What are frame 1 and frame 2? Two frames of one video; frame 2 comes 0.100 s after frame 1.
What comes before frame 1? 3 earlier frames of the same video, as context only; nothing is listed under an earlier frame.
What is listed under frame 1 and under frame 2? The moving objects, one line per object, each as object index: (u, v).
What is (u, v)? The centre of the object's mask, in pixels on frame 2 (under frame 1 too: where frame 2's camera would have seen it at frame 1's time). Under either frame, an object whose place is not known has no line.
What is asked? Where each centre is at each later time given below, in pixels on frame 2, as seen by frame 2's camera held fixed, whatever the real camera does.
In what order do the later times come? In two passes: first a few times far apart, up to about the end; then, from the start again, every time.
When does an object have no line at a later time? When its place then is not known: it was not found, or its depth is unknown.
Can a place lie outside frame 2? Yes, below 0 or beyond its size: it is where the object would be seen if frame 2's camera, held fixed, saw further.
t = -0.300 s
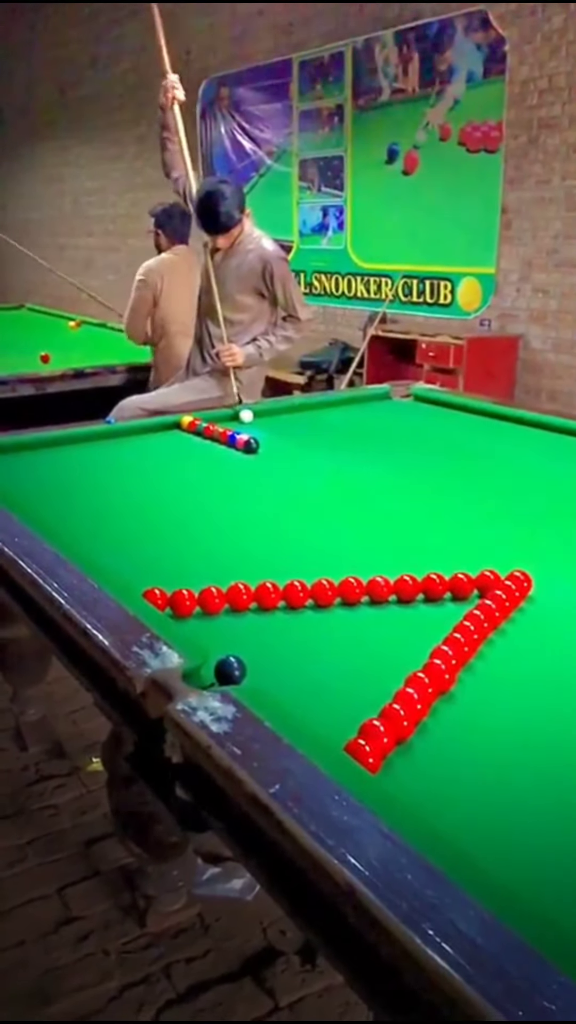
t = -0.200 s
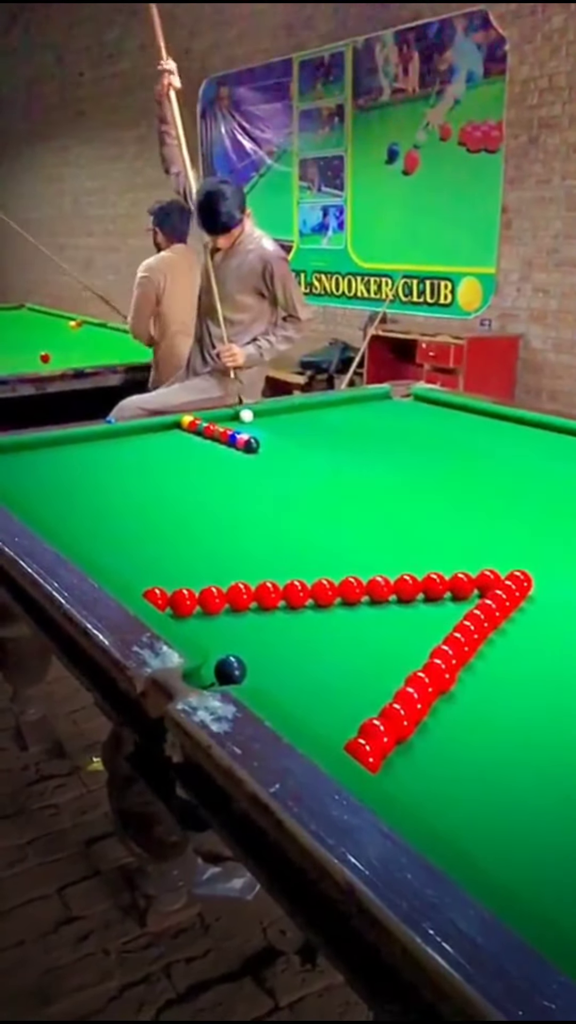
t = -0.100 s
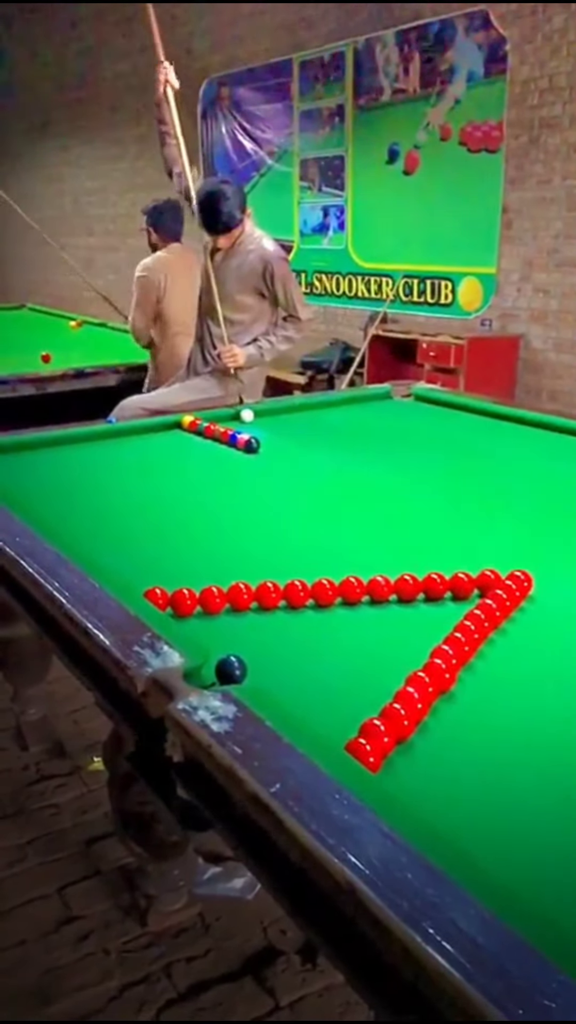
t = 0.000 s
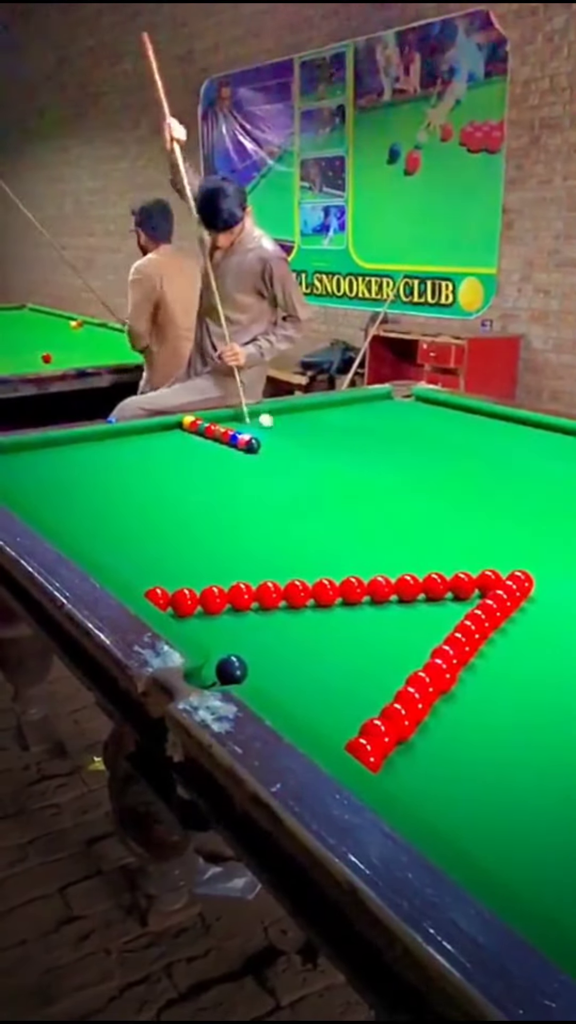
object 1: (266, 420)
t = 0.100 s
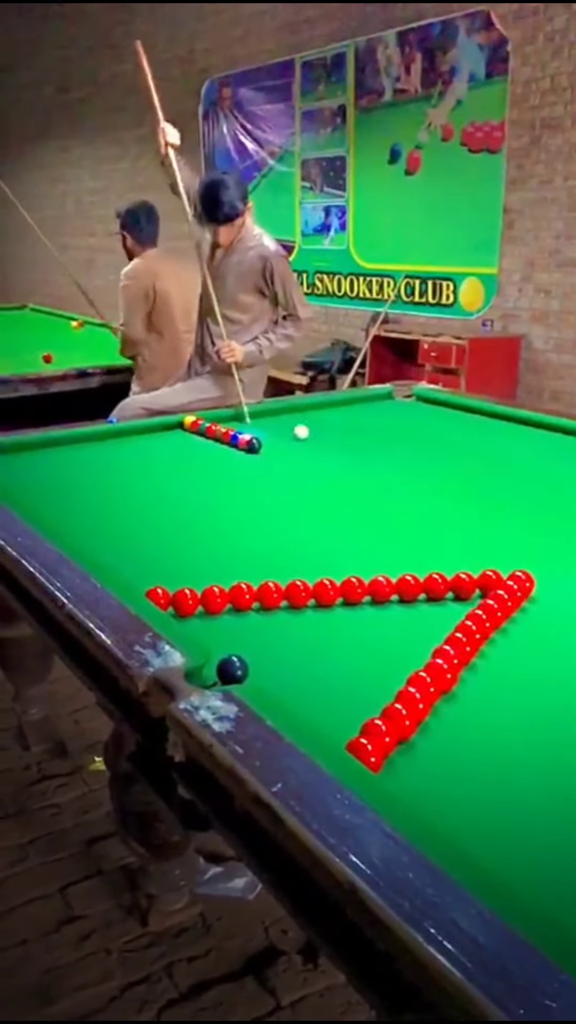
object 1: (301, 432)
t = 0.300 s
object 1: (347, 459)
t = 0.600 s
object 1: (355, 487)
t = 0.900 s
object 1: (355, 500)
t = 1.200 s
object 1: (354, 509)
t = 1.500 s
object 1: (354, 518)
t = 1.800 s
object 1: (353, 529)
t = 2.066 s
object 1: (352, 538)
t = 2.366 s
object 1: (351, 550)
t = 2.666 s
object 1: (350, 562)
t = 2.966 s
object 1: (350, 570)
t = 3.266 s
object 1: (341, 564)
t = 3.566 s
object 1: (331, 558)
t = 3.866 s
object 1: (321, 559)
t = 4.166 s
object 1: (310, 566)
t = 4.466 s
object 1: (299, 582)
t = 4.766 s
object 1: (288, 605)
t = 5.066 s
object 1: (280, 621)
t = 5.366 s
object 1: (273, 626)
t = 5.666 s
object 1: (267, 639)
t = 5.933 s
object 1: (260, 653)
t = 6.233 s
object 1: (260, 660)
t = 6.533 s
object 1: (266, 664)
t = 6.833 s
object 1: (270, 669)
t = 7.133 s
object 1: (273, 674)
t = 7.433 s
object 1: (277, 679)
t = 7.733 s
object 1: (280, 683)
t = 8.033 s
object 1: (284, 686)
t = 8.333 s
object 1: (287, 691)
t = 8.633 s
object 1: (292, 694)
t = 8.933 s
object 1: (299, 698)
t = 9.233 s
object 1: (306, 700)
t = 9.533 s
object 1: (312, 703)
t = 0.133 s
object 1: (310, 436)
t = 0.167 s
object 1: (320, 440)
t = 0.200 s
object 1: (329, 445)
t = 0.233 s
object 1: (336, 449)
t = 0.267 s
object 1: (343, 455)
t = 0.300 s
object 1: (347, 459)
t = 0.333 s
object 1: (350, 463)
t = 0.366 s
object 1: (352, 467)
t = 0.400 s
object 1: (354, 471)
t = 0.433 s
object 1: (355, 474)
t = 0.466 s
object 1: (355, 478)
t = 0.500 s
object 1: (356, 480)
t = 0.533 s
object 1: (356, 482)
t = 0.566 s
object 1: (355, 485)
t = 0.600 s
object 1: (355, 487)
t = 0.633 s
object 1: (355, 489)
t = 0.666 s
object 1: (355, 491)
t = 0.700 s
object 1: (355, 493)
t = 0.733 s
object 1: (355, 495)
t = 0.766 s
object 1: (355, 496)
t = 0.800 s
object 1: (355, 497)
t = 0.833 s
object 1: (355, 498)
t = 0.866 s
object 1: (355, 499)
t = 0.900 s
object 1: (355, 500)
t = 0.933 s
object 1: (355, 501)
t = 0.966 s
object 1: (355, 502)
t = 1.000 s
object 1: (355, 503)
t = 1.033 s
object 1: (355, 503)
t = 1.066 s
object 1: (354, 505)
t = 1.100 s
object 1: (354, 506)
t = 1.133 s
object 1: (354, 507)
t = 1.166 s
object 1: (354, 508)
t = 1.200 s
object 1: (354, 509)
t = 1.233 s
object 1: (354, 510)
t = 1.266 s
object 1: (354, 511)
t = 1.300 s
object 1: (354, 512)
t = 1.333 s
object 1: (354, 513)
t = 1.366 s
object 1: (354, 514)
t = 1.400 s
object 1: (354, 515)
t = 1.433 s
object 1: (354, 516)
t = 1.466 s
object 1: (354, 517)
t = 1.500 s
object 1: (354, 518)
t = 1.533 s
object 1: (354, 520)
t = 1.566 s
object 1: (353, 521)
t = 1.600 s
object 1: (353, 522)
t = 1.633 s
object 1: (353, 523)
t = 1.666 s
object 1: (353, 524)
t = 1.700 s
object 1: (353, 525)
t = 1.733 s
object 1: (353, 527)
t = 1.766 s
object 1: (353, 528)
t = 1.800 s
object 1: (353, 529)
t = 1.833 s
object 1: (353, 530)
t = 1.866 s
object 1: (353, 531)
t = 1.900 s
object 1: (353, 532)
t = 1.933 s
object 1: (352, 534)
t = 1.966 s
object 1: (352, 535)
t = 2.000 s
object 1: (352, 536)
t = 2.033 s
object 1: (352, 537)
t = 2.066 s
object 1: (352, 538)
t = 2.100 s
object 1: (352, 540)
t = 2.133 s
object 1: (352, 541)
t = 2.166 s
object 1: (352, 542)
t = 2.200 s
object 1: (352, 543)
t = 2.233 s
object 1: (352, 545)
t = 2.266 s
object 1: (352, 546)
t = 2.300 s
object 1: (351, 547)
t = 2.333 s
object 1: (351, 548)
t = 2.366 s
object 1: (351, 550)
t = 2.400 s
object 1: (351, 551)
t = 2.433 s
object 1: (351, 552)
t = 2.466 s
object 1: (351, 554)
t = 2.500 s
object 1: (351, 555)
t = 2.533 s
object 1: (351, 557)
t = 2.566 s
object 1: (351, 558)
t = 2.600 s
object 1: (351, 559)
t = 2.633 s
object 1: (350, 561)
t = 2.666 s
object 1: (350, 562)
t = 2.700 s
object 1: (350, 563)
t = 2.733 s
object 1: (350, 563)
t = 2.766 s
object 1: (350, 564)
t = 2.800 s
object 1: (350, 566)
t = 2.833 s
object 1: (350, 566)
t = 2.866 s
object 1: (350, 567)
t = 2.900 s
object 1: (350, 568)
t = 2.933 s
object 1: (350, 570)
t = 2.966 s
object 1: (350, 570)
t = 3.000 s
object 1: (349, 570)
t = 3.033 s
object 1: (348, 570)
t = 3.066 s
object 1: (347, 569)
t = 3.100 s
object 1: (346, 568)
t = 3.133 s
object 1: (345, 567)
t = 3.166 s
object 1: (344, 566)
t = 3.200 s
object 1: (343, 565)
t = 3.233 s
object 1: (343, 564)
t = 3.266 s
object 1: (341, 564)
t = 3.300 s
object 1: (340, 563)
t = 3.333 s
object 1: (339, 562)
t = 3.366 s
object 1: (338, 561)
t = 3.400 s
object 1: (337, 560)
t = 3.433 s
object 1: (336, 560)
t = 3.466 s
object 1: (335, 559)
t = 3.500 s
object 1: (333, 559)
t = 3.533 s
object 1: (332, 558)
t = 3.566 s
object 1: (331, 558)
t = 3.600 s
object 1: (330, 558)
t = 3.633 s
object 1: (329, 557)
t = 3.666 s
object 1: (328, 557)
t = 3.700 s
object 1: (326, 557)
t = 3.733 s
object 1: (326, 558)
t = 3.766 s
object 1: (324, 558)
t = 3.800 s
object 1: (323, 558)
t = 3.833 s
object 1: (322, 558)
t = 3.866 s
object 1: (321, 559)
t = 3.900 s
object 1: (319, 559)
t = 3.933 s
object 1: (318, 560)
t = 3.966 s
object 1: (317, 561)
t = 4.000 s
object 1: (316, 561)
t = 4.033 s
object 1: (315, 562)
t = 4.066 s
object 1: (314, 563)
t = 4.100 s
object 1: (313, 564)
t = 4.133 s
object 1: (312, 565)
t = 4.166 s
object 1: (310, 566)
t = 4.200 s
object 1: (309, 568)
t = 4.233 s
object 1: (308, 569)
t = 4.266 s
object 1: (307, 571)
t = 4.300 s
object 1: (305, 572)
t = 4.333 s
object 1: (304, 574)
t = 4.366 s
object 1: (302, 576)
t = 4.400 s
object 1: (301, 578)
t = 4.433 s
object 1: (300, 580)
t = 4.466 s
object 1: (299, 582)
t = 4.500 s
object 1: (297, 585)
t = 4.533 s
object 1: (297, 587)
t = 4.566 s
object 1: (295, 590)
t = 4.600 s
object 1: (294, 592)
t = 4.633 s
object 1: (293, 594)
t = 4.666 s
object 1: (292, 596)
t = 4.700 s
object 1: (291, 599)
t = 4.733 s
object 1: (289, 602)
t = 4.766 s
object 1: (288, 605)
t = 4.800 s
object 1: (287, 608)
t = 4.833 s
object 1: (285, 611)
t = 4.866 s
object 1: (284, 614)
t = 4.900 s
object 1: (283, 618)
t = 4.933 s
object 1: (282, 620)
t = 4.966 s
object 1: (281, 620)
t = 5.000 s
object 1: (281, 620)
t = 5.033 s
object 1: (280, 621)
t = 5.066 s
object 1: (280, 621)
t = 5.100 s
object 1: (279, 621)
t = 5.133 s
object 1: (278, 622)
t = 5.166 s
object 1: (277, 622)
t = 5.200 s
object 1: (276, 622)
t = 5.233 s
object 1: (276, 623)
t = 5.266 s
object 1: (275, 623)
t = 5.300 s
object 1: (274, 624)
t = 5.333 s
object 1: (273, 625)
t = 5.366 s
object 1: (273, 626)
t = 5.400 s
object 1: (272, 627)
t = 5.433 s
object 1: (271, 628)
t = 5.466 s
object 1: (271, 629)
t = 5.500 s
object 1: (270, 631)
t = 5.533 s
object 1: (269, 632)
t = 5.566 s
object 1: (269, 634)
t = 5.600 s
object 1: (268, 635)
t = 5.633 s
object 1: (267, 637)
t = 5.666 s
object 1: (267, 639)
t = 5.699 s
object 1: (266, 641)
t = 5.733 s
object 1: (265, 643)
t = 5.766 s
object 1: (264, 646)
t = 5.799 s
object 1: (264, 648)
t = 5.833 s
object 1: (263, 651)
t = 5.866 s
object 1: (262, 652)
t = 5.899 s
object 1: (261, 652)
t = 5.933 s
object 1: (260, 653)
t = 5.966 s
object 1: (260, 654)
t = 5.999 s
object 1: (259, 655)
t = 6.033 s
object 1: (258, 656)
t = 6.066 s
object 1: (258, 657)
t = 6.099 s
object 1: (258, 658)
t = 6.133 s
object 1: (258, 658)
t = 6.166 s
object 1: (259, 658)
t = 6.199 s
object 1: (260, 659)
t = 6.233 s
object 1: (260, 660)
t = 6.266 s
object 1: (261, 660)
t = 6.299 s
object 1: (262, 660)
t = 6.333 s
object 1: (262, 661)
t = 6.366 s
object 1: (263, 662)
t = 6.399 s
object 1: (264, 663)
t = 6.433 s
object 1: (264, 663)
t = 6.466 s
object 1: (265, 663)
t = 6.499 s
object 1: (265, 664)
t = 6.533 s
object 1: (266, 664)
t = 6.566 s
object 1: (267, 665)
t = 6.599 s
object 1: (267, 665)
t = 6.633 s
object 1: (267, 666)
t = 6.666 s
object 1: (268, 667)
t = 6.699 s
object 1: (268, 667)
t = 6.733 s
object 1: (269, 667)
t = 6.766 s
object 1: (269, 668)
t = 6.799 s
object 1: (269, 669)
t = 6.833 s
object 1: (270, 669)
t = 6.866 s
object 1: (270, 670)
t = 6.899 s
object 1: (270, 670)
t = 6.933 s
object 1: (271, 671)
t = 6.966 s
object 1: (271, 671)
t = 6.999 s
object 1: (272, 672)
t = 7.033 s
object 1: (272, 672)
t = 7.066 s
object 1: (272, 673)
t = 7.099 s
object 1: (272, 674)
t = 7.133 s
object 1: (273, 674)
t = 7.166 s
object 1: (273, 675)
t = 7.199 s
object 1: (274, 675)
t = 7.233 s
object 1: (274, 676)
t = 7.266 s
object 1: (274, 676)
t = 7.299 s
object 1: (275, 677)
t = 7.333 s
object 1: (275, 677)
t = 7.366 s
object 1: (276, 678)
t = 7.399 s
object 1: (276, 678)
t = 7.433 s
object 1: (277, 679)
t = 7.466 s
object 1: (277, 679)
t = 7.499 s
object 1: (277, 680)
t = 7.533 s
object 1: (278, 680)
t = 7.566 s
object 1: (278, 681)
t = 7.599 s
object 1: (278, 681)
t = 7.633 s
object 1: (279, 681)
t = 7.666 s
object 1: (279, 682)
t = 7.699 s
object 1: (280, 682)
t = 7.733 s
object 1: (280, 683)
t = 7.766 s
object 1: (280, 683)
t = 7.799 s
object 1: (281, 684)
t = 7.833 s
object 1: (282, 684)
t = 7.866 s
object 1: (282, 685)
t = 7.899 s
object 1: (282, 685)
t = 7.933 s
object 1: (283, 685)
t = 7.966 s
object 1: (283, 686)
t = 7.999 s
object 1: (283, 686)
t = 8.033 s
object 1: (284, 686)
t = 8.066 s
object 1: (284, 687)
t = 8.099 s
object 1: (285, 687)
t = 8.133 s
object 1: (285, 688)
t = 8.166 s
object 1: (285, 689)
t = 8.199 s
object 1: (286, 689)
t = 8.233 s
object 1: (286, 690)
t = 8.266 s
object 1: (286, 690)
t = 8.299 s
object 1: (287, 691)
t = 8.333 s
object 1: (287, 691)
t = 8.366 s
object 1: (287, 692)
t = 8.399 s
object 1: (288, 692)
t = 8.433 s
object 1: (288, 693)
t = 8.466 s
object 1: (289, 694)
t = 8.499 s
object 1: (289, 694)
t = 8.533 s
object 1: (290, 694)
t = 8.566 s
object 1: (291, 694)
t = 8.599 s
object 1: (292, 694)
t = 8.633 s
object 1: (292, 694)
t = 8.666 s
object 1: (293, 695)
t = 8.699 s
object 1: (294, 695)
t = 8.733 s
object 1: (295, 695)
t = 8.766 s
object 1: (295, 696)
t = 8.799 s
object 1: (296, 696)
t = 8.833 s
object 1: (297, 696)
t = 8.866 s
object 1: (298, 696)
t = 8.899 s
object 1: (298, 697)
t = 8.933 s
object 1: (299, 698)
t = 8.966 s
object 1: (300, 698)
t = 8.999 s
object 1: (300, 698)
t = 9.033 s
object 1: (301, 698)
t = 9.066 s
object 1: (302, 699)
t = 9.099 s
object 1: (303, 699)
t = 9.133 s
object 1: (304, 699)
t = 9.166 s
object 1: (305, 700)
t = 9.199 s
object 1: (305, 700)
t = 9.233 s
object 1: (306, 700)
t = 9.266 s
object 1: (307, 701)
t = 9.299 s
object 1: (307, 701)
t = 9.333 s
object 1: (308, 702)
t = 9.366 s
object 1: (309, 702)
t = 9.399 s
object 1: (309, 702)
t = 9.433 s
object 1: (310, 703)
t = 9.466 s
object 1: (311, 703)
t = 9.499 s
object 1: (311, 703)
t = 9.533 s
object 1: (312, 703)
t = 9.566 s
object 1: (313, 704)
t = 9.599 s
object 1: (313, 704)
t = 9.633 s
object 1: (314, 705)
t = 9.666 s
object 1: (315, 705)
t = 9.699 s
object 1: (315, 705)
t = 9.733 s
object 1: (316, 706)
